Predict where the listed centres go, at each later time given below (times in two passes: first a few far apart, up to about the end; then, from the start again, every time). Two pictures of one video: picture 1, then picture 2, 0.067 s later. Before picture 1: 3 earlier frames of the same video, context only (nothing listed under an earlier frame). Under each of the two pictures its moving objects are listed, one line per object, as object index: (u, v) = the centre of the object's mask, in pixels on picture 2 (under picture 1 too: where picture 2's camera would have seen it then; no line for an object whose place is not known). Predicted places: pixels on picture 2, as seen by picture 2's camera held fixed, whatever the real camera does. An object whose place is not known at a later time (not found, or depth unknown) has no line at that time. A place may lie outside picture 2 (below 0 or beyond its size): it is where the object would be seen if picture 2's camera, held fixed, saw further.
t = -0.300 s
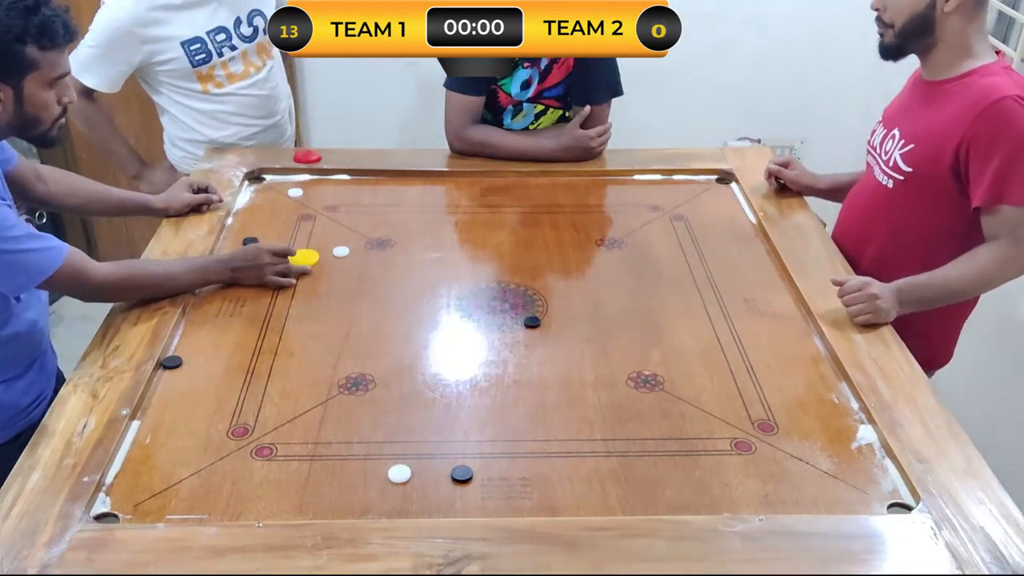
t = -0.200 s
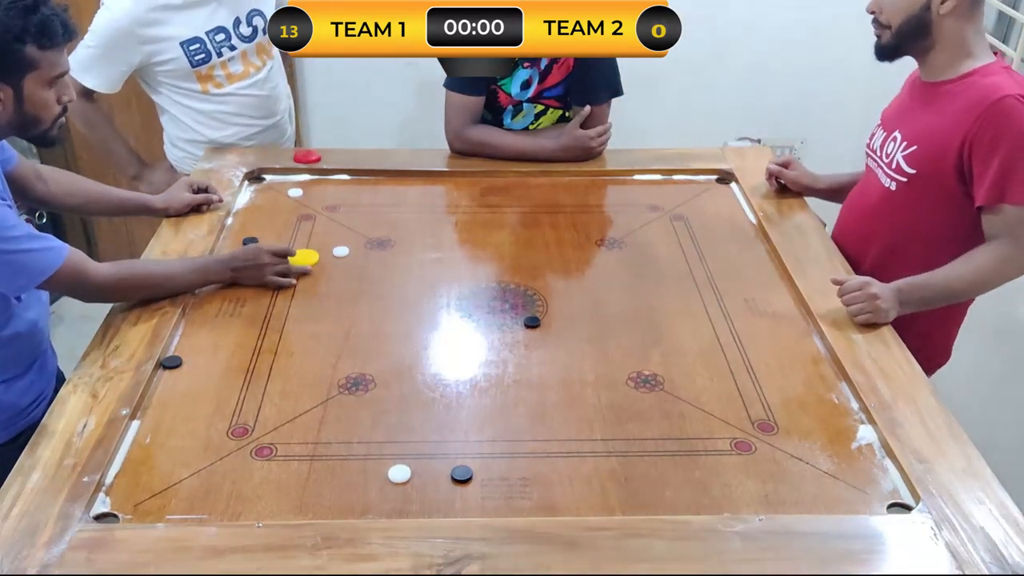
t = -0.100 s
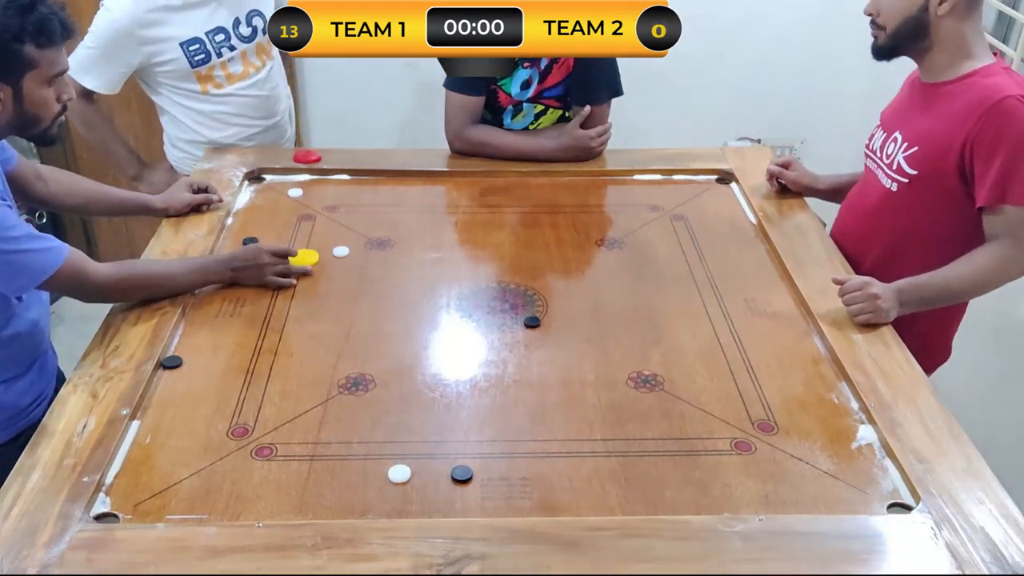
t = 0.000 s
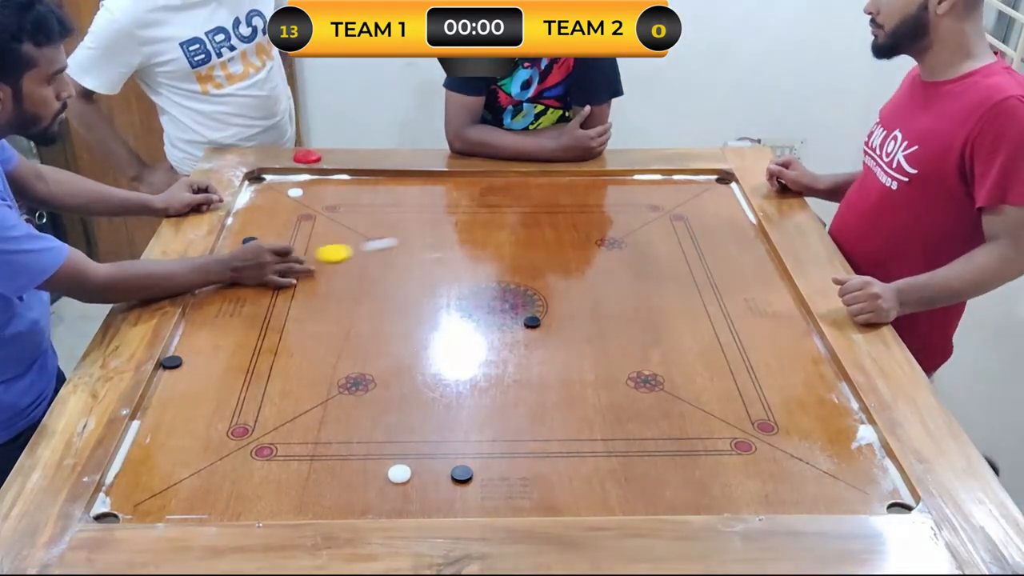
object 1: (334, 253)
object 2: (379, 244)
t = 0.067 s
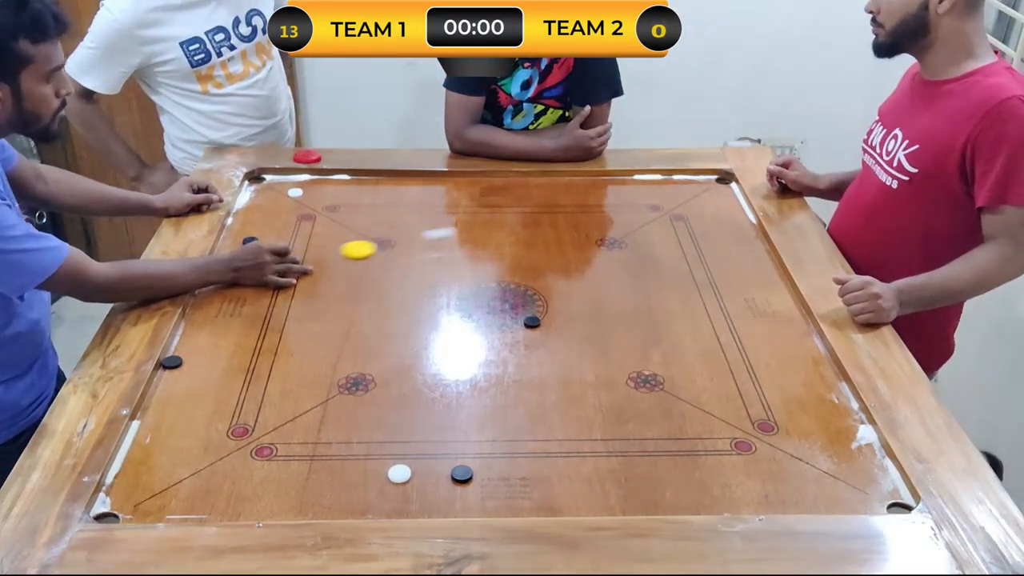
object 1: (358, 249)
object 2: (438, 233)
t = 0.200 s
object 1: (399, 243)
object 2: (543, 214)
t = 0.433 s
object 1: (450, 236)
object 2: (685, 186)
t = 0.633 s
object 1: (473, 232)
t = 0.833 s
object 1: (482, 231)
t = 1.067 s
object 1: (482, 230)
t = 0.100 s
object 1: (369, 248)
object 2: (468, 228)
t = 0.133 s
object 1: (379, 246)
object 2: (493, 223)
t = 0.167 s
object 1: (389, 245)
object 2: (519, 218)
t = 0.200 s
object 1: (399, 243)
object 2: (543, 214)
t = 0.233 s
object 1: (408, 242)
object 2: (566, 209)
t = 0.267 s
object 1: (417, 240)
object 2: (588, 205)
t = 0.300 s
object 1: (425, 239)
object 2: (609, 201)
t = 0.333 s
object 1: (432, 238)
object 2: (630, 197)
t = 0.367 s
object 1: (438, 237)
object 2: (649, 193)
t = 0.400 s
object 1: (444, 237)
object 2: (668, 189)
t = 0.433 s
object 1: (450, 236)
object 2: (685, 186)
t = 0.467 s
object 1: (455, 235)
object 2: (701, 182)
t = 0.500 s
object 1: (459, 234)
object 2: (719, 180)
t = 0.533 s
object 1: (463, 233)
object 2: (723, 182)
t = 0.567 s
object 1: (467, 233)
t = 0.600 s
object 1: (470, 232)
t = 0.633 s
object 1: (473, 232)
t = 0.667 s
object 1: (476, 231)
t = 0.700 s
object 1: (478, 231)
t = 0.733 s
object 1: (480, 231)
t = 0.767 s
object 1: (481, 231)
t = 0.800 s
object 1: (482, 230)
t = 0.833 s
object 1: (482, 231)
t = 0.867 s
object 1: (482, 230)
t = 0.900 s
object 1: (482, 230)
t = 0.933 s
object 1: (482, 231)
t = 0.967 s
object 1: (482, 230)
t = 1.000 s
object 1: (482, 230)
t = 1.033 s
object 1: (482, 231)
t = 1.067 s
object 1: (482, 230)
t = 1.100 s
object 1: (482, 231)
